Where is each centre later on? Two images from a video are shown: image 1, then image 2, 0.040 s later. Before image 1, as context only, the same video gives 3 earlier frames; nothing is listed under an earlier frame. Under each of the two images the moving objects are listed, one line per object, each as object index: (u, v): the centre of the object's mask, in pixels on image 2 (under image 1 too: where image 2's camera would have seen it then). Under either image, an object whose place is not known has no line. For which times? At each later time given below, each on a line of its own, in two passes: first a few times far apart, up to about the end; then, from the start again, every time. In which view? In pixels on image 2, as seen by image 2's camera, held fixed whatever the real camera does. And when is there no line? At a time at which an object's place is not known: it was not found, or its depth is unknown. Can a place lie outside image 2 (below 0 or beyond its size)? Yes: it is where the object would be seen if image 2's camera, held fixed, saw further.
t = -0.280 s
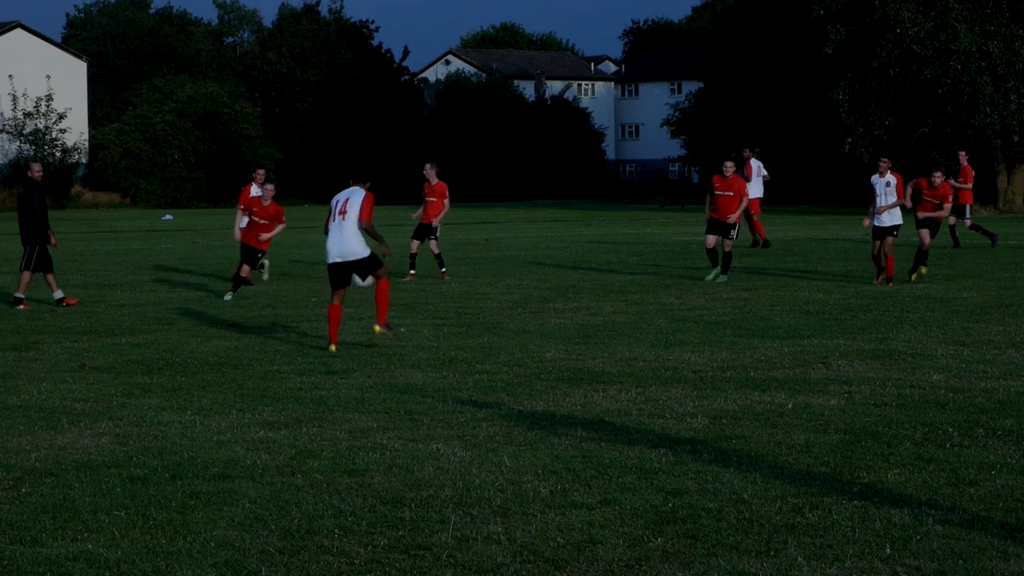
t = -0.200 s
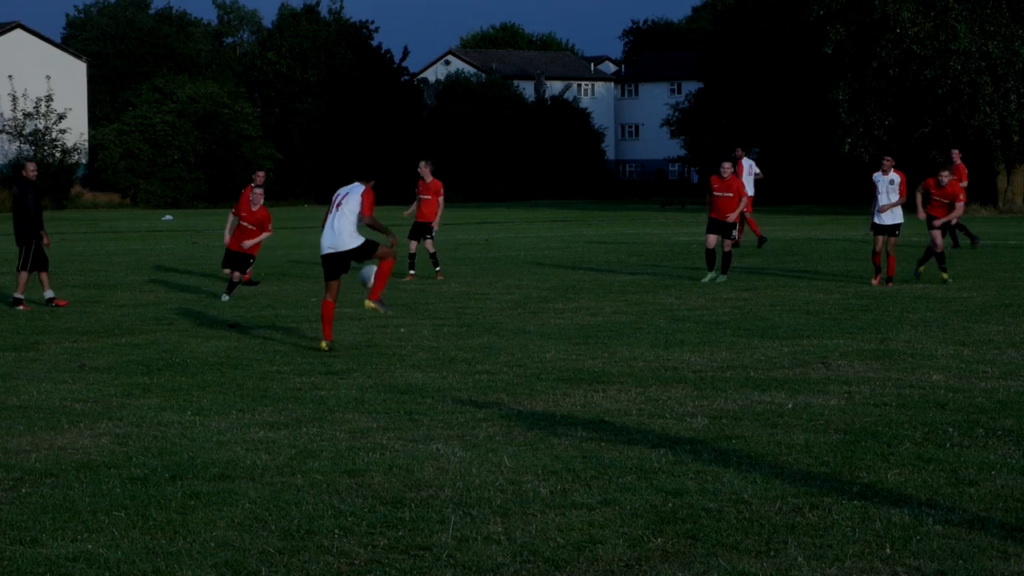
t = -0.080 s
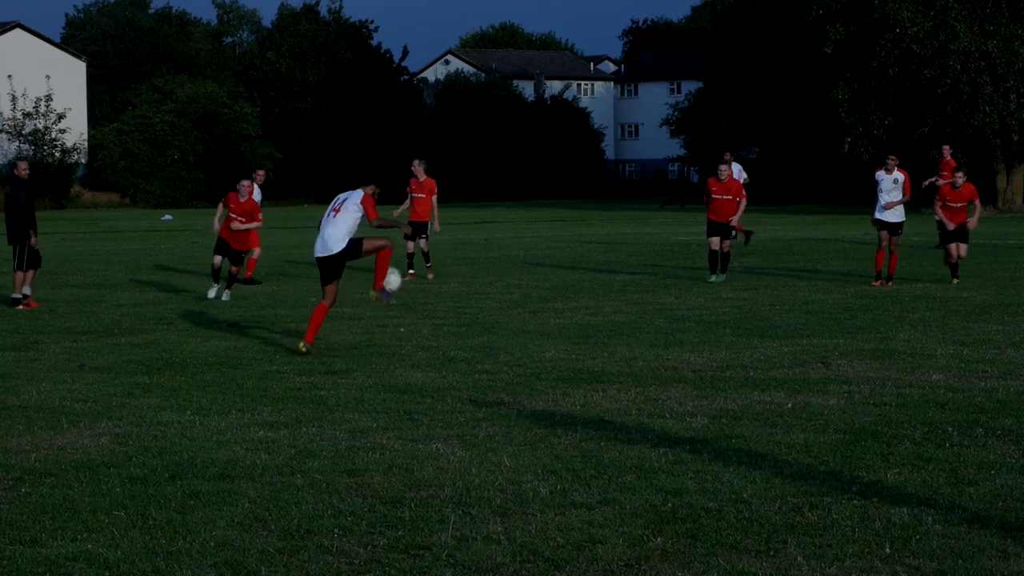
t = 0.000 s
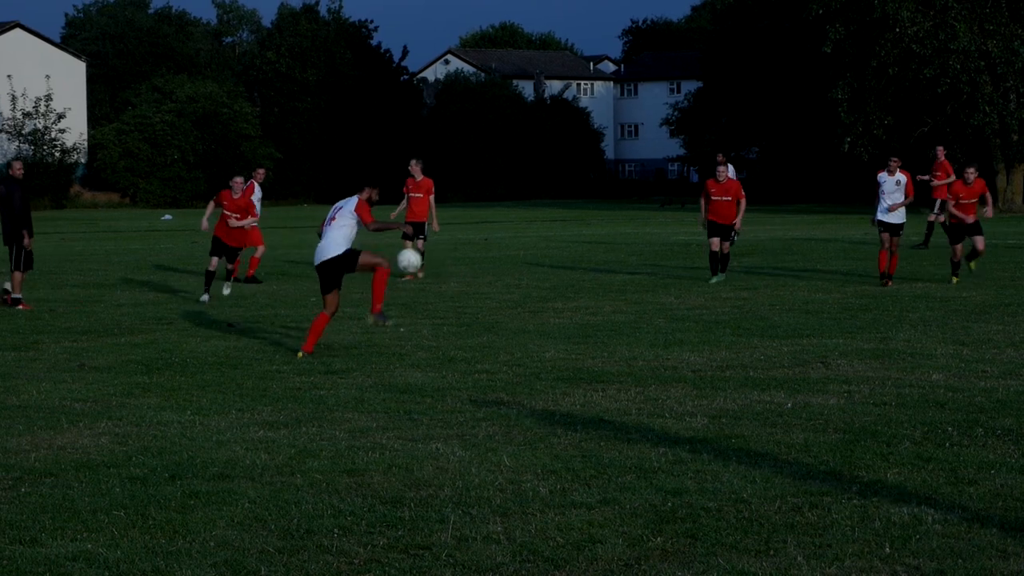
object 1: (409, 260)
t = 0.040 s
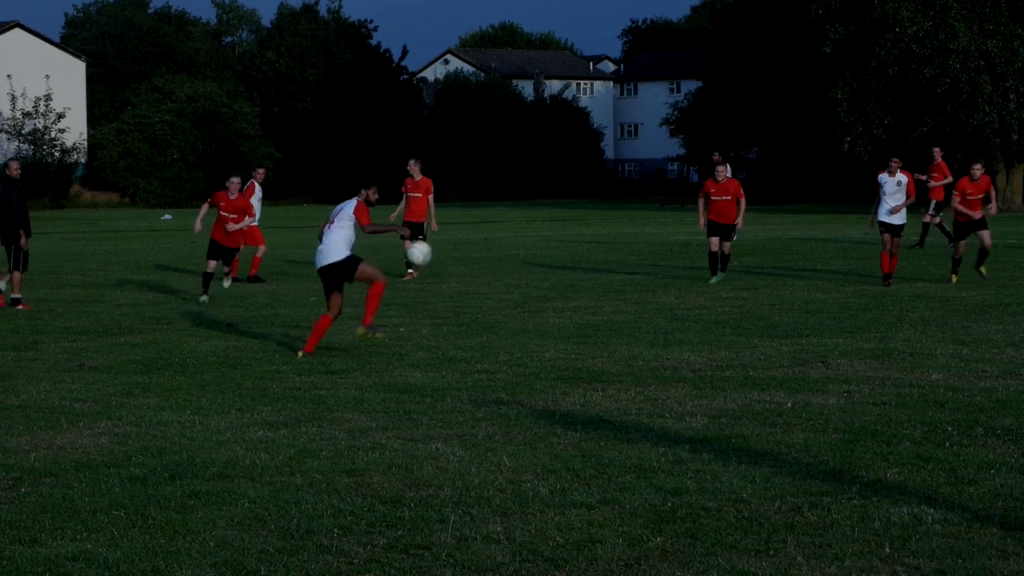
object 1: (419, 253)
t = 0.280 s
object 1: (480, 250)
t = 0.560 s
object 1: (551, 329)
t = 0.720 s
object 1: (589, 314)
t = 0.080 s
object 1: (429, 248)
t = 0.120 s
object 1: (440, 244)
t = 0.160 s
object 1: (450, 243)
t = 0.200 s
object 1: (460, 244)
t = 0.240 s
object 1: (470, 245)
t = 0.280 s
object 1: (480, 250)
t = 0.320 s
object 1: (490, 256)
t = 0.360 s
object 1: (500, 263)
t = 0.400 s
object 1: (510, 273)
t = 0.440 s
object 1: (521, 284)
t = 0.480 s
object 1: (530, 297)
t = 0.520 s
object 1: (541, 312)
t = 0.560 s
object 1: (551, 329)
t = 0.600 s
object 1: (559, 340)
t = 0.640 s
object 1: (569, 330)
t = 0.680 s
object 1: (580, 321)
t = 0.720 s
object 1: (589, 314)
